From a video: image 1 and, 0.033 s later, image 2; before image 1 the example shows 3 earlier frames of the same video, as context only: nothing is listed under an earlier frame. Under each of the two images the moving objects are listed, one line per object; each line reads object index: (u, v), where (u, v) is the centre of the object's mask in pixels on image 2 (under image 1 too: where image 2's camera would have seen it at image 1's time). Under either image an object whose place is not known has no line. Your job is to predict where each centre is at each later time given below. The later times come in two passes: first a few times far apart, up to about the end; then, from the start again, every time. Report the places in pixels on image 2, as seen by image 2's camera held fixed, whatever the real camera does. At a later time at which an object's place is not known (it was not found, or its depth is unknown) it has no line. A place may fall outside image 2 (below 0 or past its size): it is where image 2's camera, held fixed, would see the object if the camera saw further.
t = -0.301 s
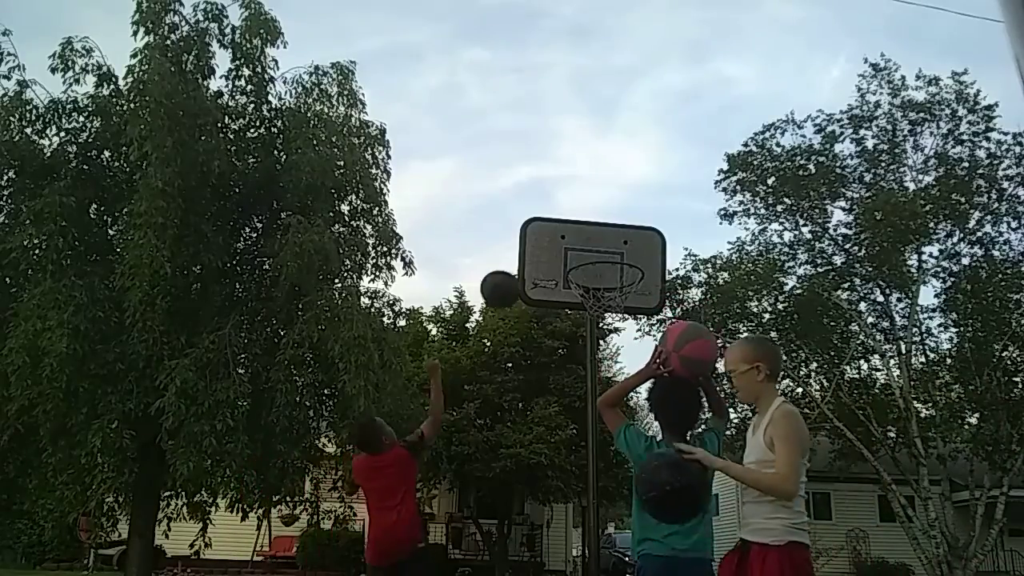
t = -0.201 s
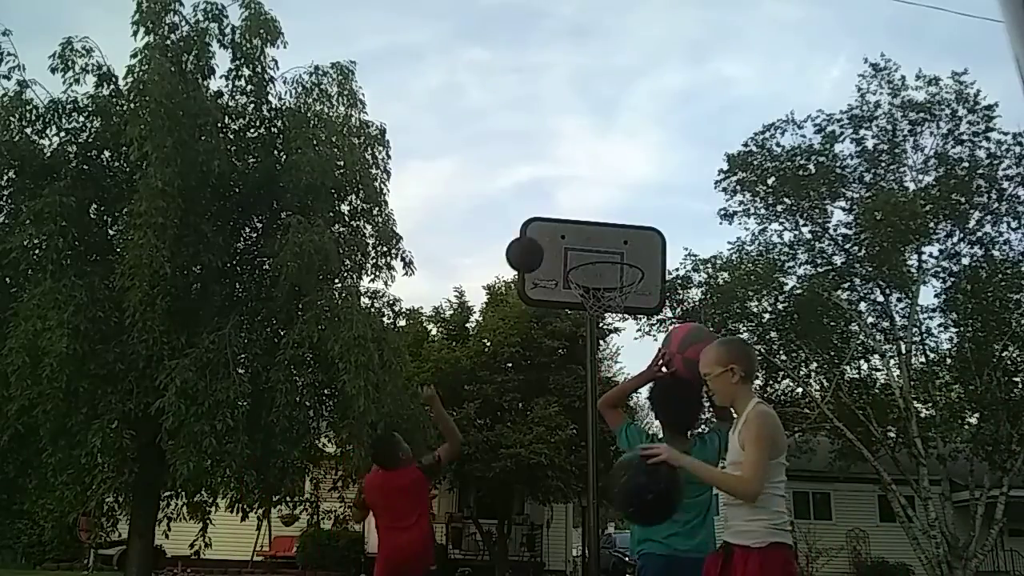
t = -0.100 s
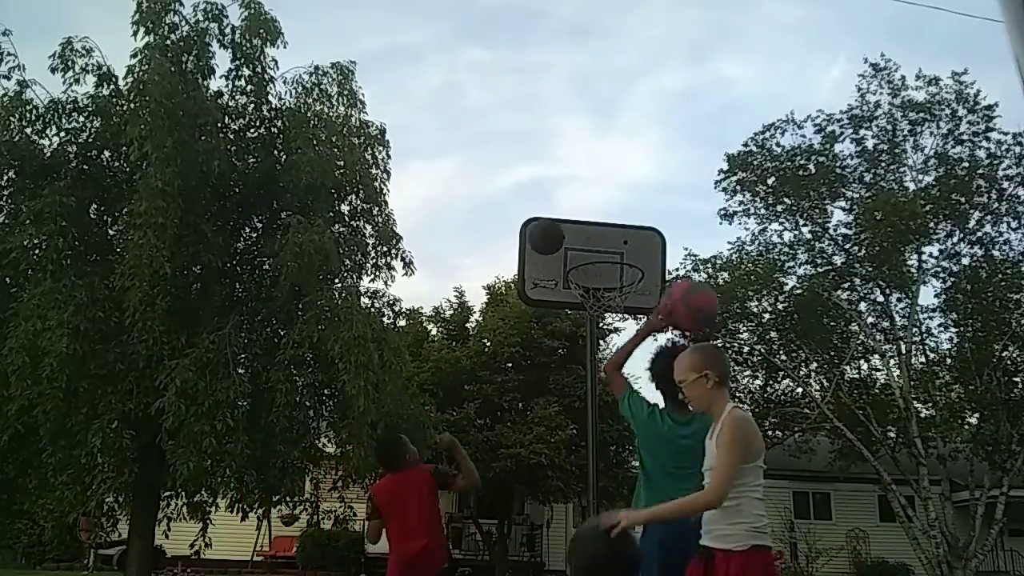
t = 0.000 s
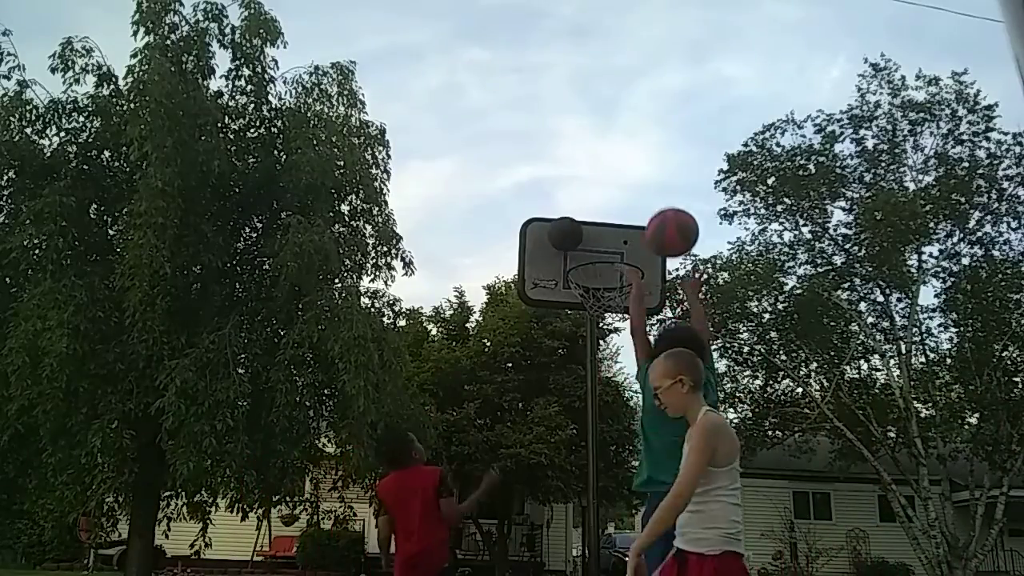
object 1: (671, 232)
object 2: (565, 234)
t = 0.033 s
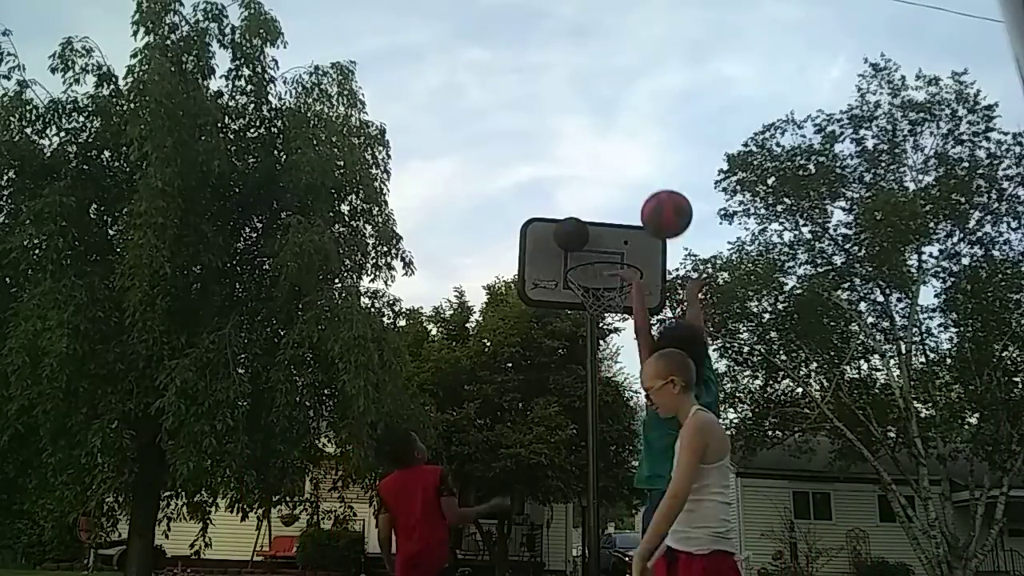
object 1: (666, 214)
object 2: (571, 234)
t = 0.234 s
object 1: (639, 160)
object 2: (607, 270)
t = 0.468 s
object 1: (616, 187)
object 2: (614, 314)
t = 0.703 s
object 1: (596, 275)
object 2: (590, 336)
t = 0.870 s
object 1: (605, 320)
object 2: (580, 399)
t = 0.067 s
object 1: (661, 199)
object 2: (577, 237)
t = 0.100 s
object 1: (656, 186)
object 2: (583, 241)
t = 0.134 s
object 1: (652, 176)
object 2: (589, 245)
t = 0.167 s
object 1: (647, 168)
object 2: (596, 252)
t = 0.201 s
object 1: (643, 163)
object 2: (601, 261)
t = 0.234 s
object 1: (639, 160)
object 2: (607, 270)
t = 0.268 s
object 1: (636, 159)
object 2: (615, 282)
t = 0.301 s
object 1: (632, 159)
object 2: (621, 295)
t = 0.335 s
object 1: (629, 162)
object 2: (629, 308)
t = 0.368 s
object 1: (625, 165)
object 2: (628, 304)
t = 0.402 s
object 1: (622, 171)
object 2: (627, 311)
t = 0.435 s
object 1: (619, 178)
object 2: (618, 312)
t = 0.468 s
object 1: (616, 187)
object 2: (614, 314)
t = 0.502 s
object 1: (613, 196)
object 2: (610, 314)
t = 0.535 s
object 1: (610, 207)
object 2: (602, 317)
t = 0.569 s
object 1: (608, 221)
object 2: (596, 320)
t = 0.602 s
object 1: (604, 235)
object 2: (592, 323)
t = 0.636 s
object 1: (602, 250)
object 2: (591, 324)
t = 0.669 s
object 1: (600, 261)
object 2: (589, 329)
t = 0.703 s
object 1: (596, 275)
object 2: (590, 336)
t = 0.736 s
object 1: (593, 286)
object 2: (587, 344)
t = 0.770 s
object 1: (597, 295)
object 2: (586, 355)
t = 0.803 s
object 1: (598, 304)
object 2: (584, 367)
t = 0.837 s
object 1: (601, 312)
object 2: (582, 381)
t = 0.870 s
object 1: (605, 320)
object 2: (580, 399)
